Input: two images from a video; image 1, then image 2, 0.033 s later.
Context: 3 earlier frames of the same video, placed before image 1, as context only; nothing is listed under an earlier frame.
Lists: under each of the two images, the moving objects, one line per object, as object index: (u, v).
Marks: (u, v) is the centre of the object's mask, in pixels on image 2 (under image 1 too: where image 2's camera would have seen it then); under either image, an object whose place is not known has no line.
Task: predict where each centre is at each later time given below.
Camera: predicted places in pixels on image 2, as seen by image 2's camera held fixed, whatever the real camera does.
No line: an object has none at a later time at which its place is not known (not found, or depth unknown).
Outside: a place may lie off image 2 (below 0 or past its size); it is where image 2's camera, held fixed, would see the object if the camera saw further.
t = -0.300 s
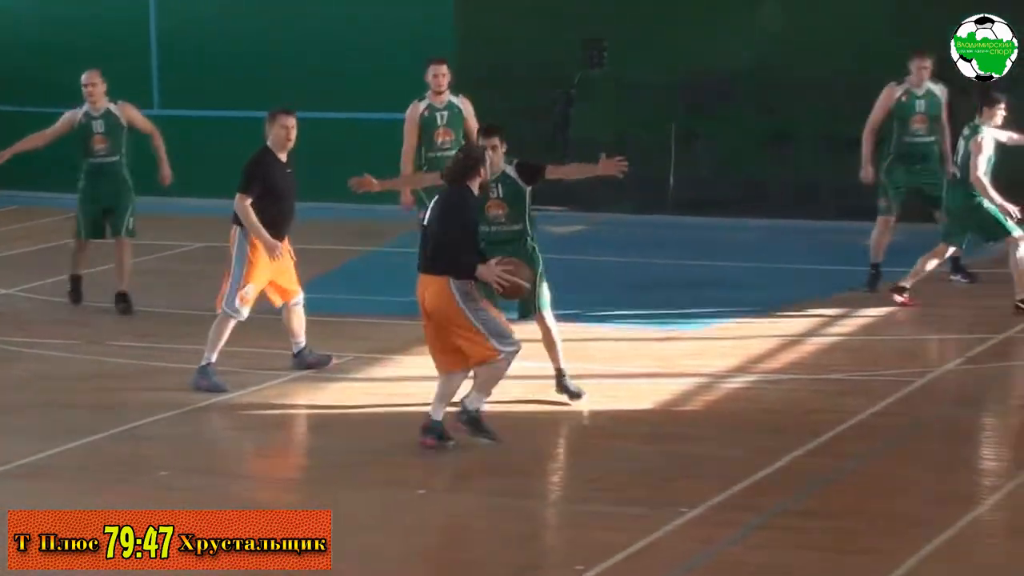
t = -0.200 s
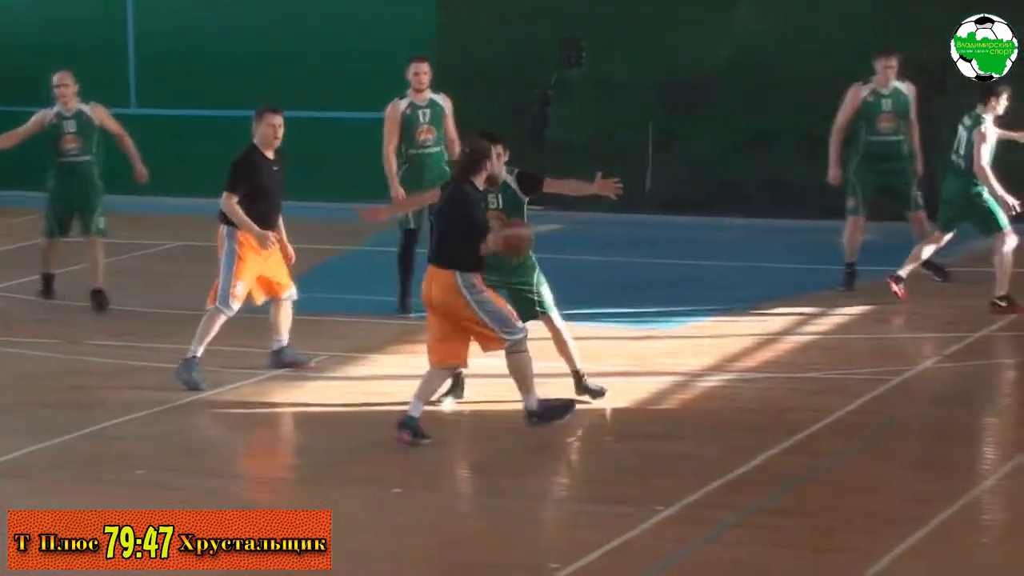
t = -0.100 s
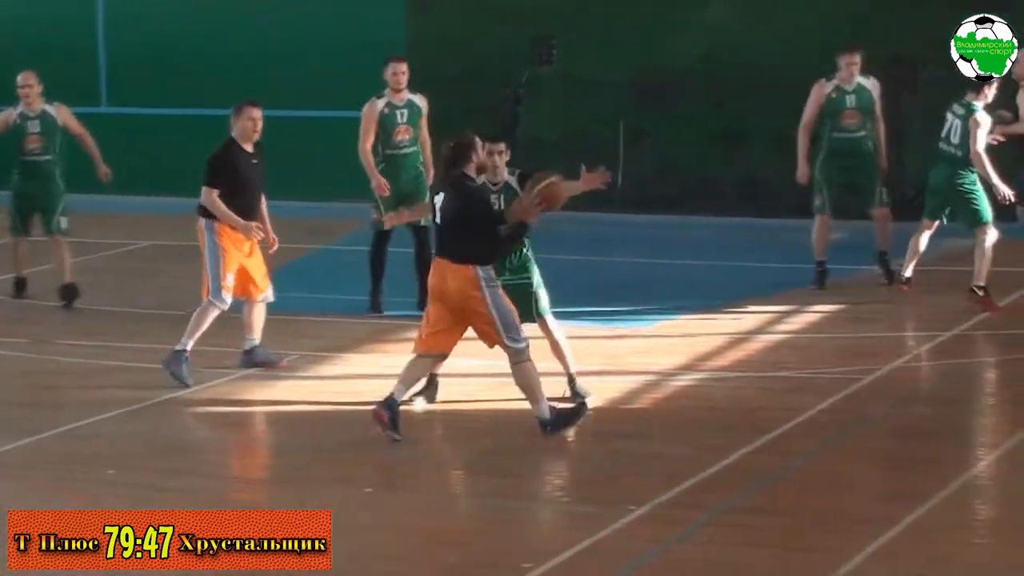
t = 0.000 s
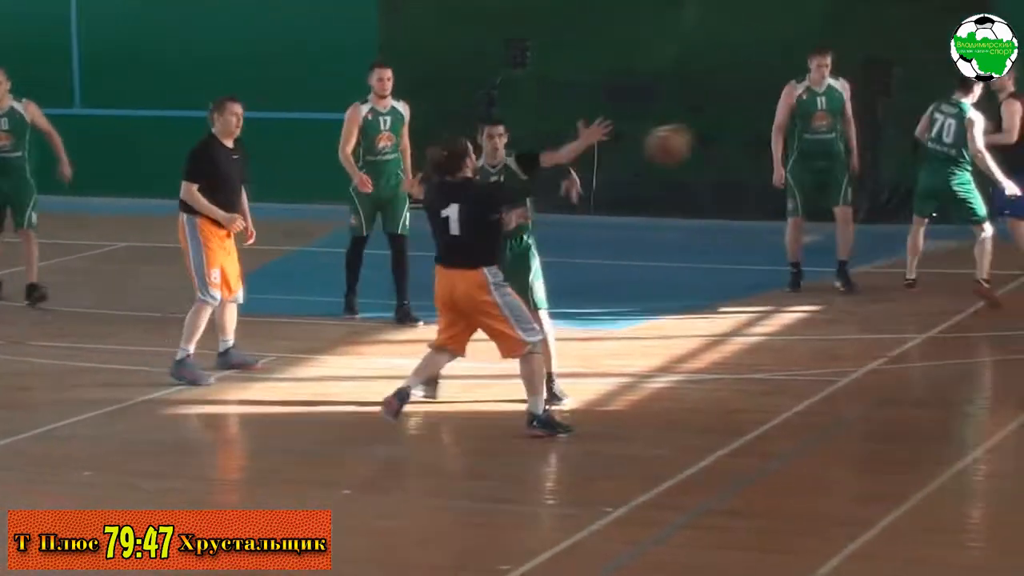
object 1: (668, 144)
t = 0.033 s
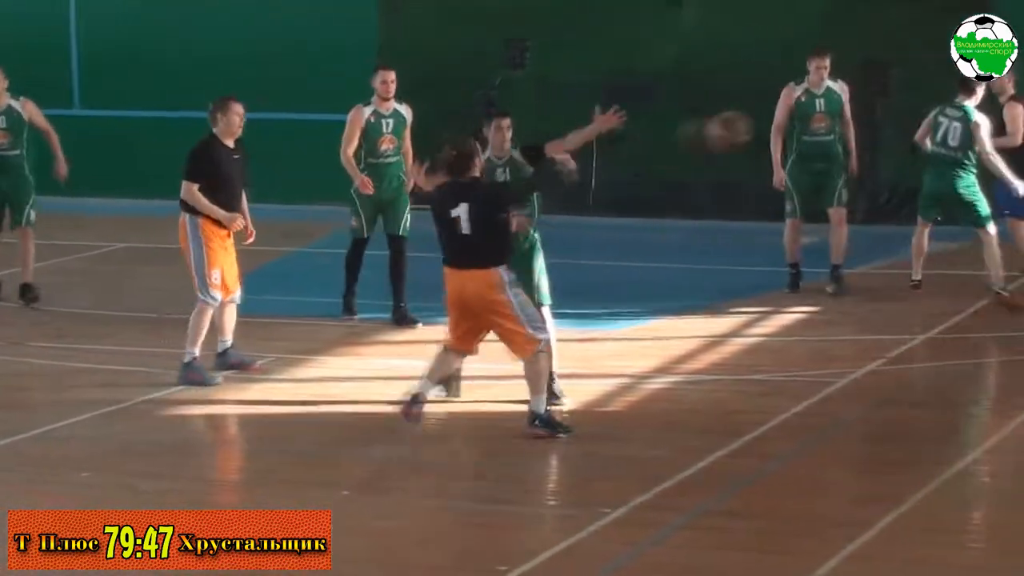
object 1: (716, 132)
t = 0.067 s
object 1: (756, 123)
